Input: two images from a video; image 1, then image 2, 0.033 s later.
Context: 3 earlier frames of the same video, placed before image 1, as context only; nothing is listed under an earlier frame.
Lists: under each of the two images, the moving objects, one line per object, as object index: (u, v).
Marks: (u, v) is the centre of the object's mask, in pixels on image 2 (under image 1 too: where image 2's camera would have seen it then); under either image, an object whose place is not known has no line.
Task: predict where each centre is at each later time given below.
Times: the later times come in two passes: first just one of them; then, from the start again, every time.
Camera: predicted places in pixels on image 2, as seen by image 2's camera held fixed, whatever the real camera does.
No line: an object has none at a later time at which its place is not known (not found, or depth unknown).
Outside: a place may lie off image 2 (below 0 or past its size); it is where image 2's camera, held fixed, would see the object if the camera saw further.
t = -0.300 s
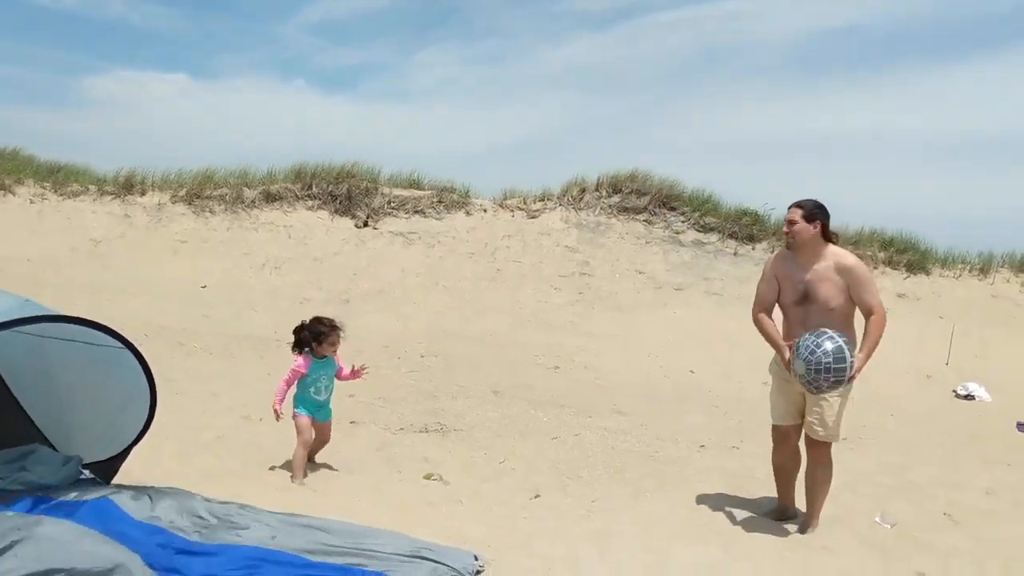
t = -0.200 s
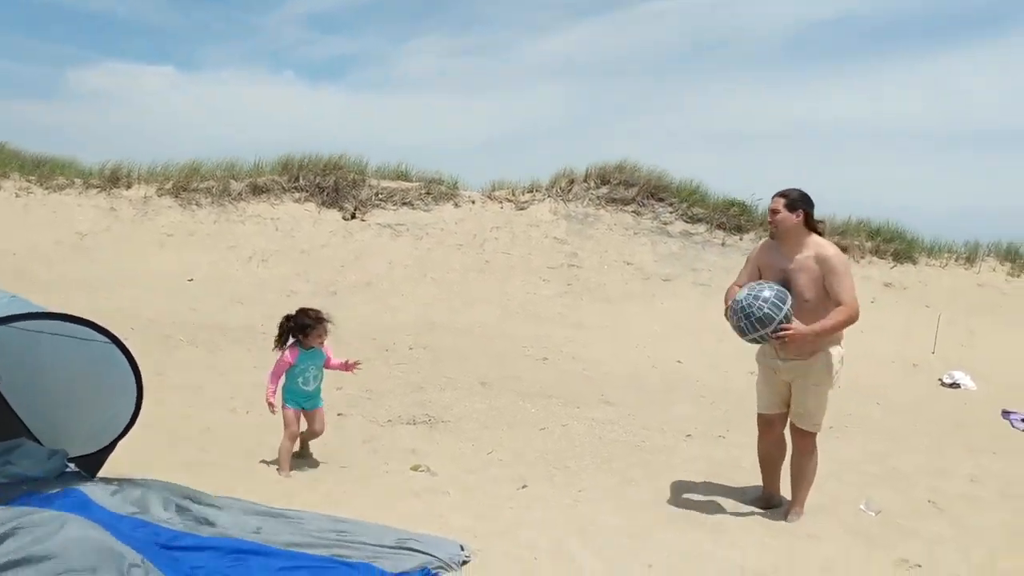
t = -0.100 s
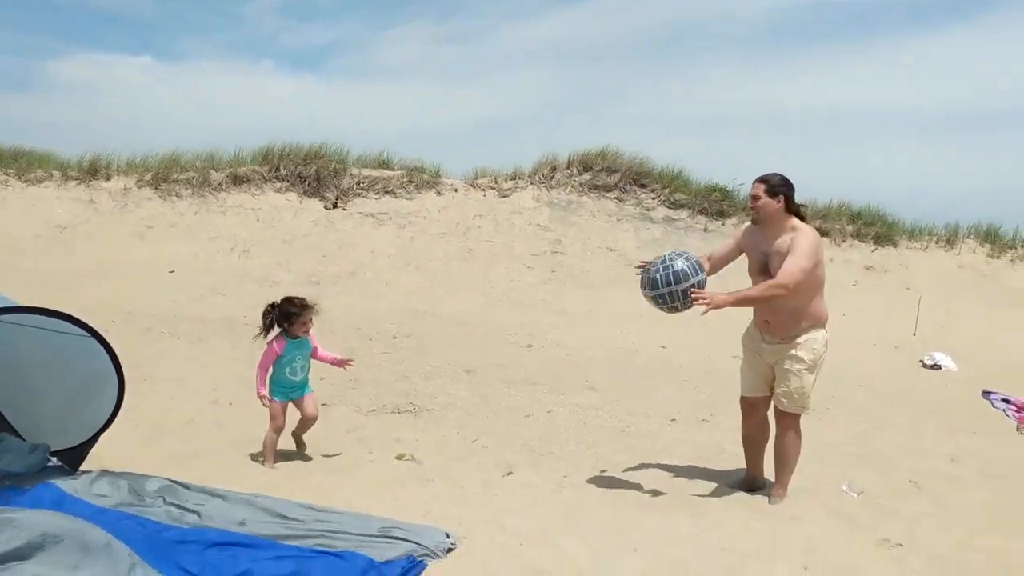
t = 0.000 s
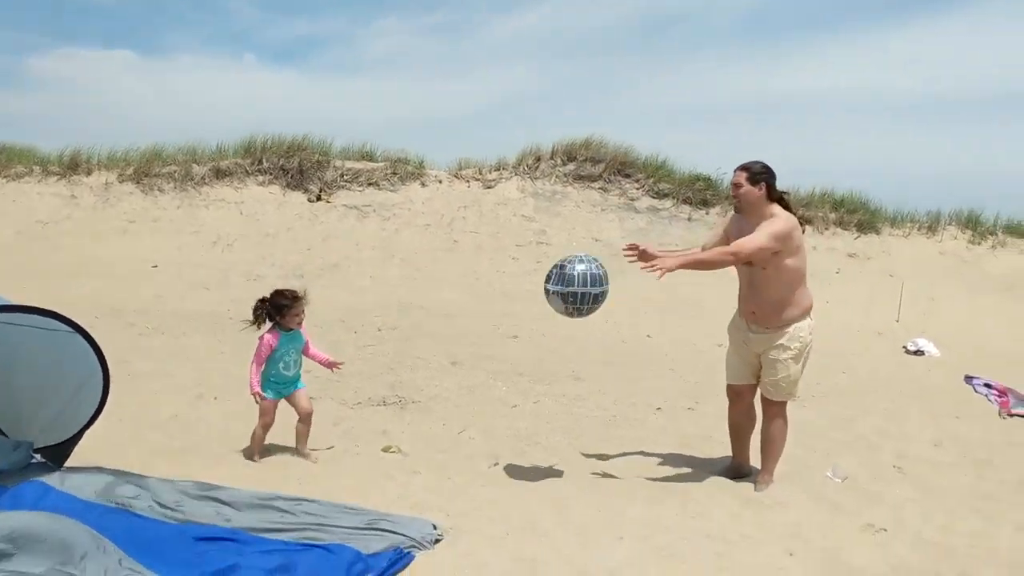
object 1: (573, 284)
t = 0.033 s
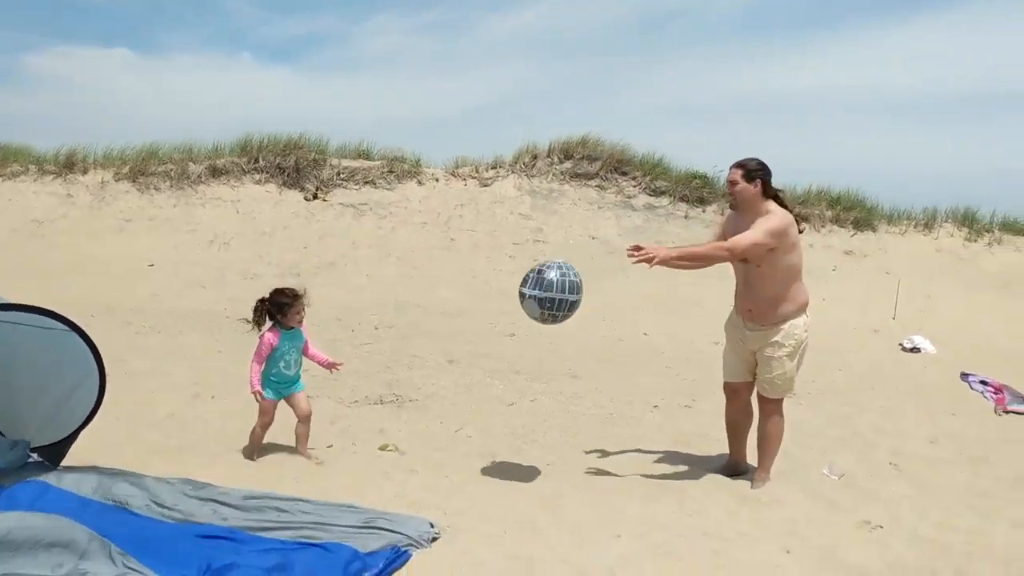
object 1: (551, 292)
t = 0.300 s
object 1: (387, 410)
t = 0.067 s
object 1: (530, 302)
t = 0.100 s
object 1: (508, 313)
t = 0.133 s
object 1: (487, 325)
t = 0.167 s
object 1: (466, 338)
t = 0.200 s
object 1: (446, 353)
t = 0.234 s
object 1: (427, 370)
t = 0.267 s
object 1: (407, 389)
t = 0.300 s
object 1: (387, 410)
